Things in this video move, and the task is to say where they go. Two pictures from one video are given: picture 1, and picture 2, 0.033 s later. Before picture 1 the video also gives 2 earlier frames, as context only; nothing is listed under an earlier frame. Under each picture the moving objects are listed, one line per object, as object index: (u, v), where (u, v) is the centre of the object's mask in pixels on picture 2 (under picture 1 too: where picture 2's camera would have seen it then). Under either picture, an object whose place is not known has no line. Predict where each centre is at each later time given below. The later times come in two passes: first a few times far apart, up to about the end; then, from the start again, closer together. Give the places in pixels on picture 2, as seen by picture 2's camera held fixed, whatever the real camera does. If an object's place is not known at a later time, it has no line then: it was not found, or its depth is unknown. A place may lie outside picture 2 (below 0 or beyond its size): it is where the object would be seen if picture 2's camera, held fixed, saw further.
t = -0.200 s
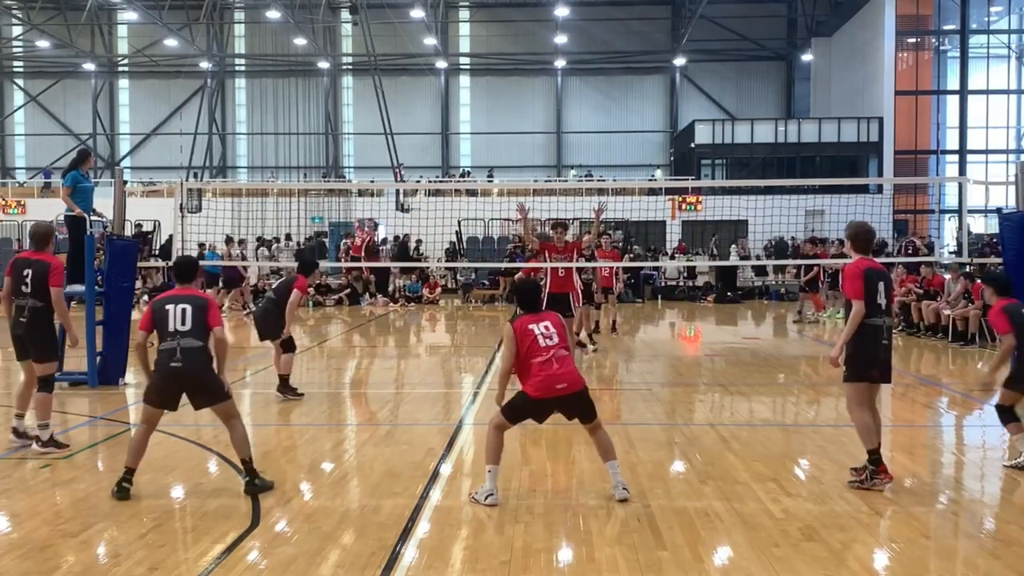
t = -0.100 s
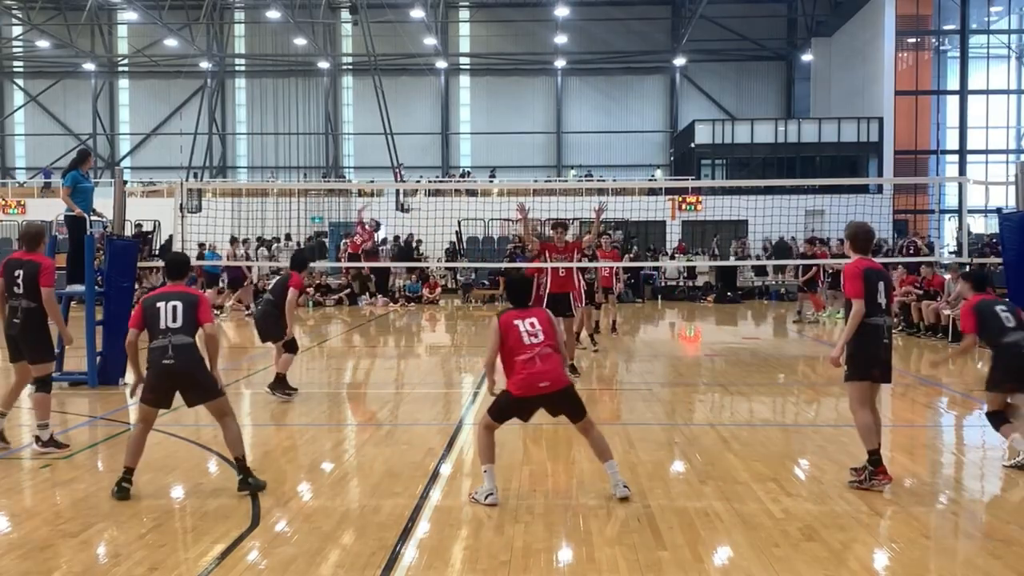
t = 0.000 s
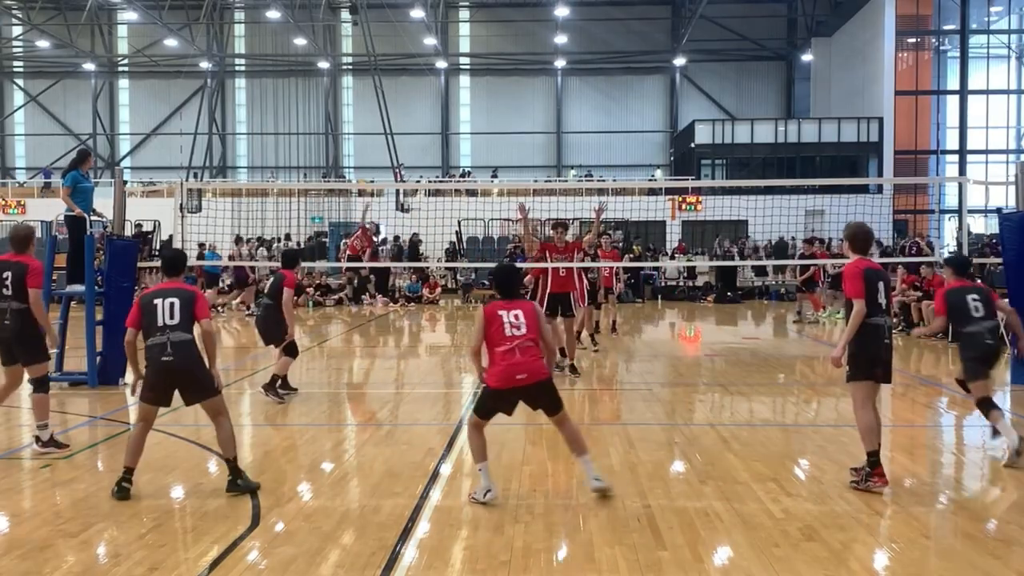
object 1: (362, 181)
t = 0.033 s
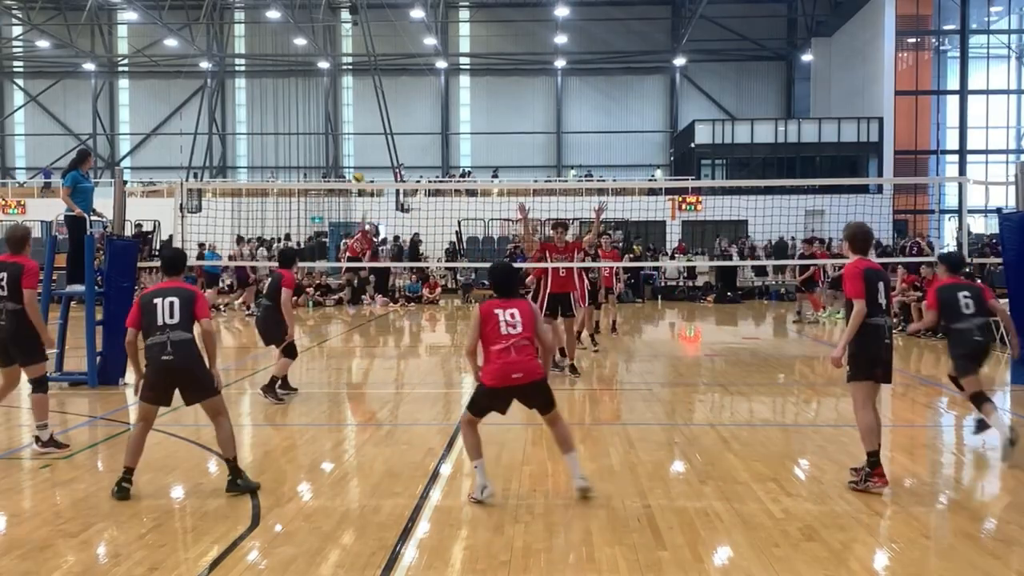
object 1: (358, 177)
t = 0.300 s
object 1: (335, 146)
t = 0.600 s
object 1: (313, 155)
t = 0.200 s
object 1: (343, 154)
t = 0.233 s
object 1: (341, 150)
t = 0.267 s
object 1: (338, 148)
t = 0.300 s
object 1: (335, 146)
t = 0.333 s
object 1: (332, 144)
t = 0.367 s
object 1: (330, 143)
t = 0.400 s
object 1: (327, 142)
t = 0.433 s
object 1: (325, 143)
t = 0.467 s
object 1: (322, 144)
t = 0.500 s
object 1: (319, 145)
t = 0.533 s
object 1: (317, 148)
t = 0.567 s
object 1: (315, 151)
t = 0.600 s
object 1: (313, 155)
